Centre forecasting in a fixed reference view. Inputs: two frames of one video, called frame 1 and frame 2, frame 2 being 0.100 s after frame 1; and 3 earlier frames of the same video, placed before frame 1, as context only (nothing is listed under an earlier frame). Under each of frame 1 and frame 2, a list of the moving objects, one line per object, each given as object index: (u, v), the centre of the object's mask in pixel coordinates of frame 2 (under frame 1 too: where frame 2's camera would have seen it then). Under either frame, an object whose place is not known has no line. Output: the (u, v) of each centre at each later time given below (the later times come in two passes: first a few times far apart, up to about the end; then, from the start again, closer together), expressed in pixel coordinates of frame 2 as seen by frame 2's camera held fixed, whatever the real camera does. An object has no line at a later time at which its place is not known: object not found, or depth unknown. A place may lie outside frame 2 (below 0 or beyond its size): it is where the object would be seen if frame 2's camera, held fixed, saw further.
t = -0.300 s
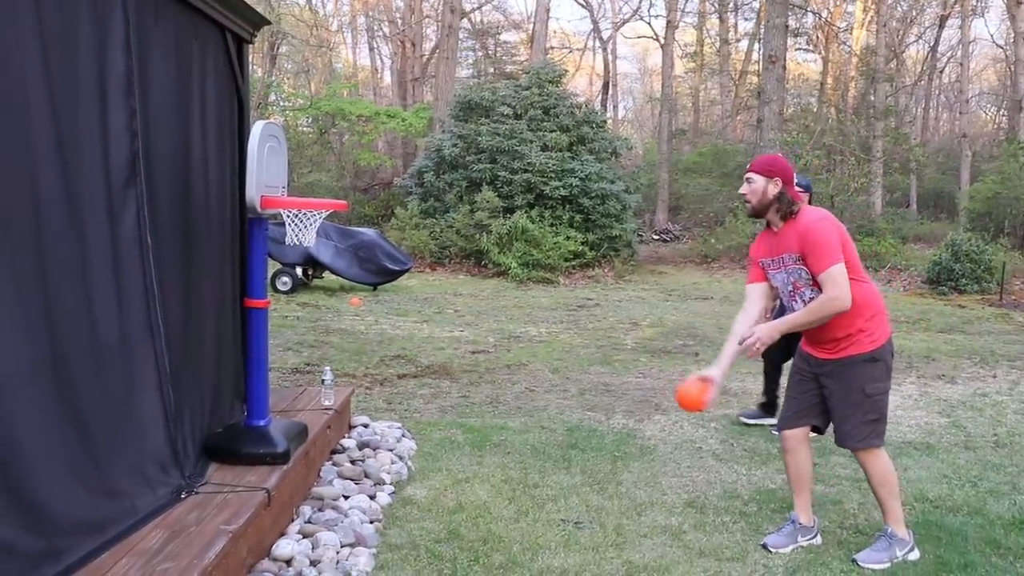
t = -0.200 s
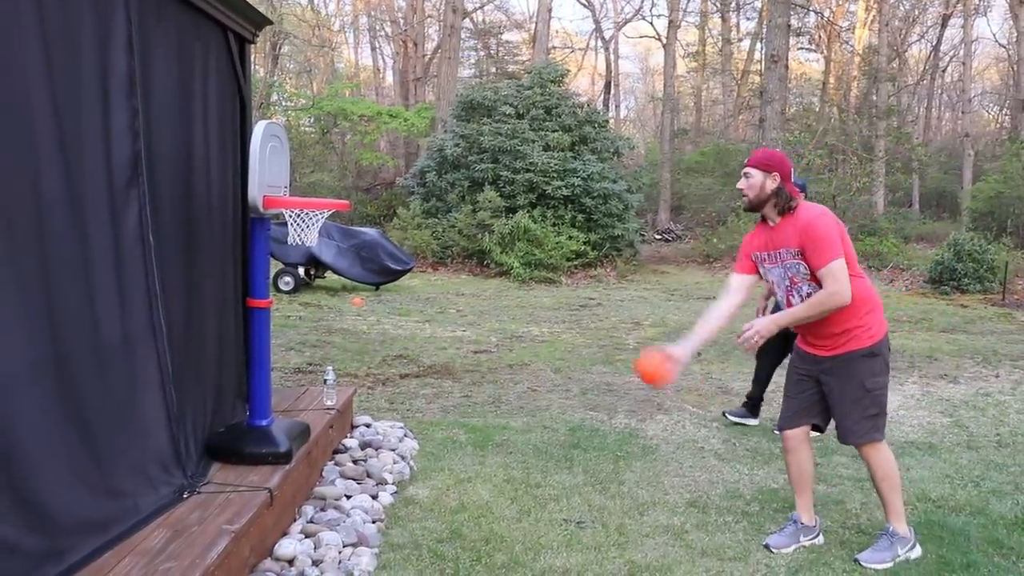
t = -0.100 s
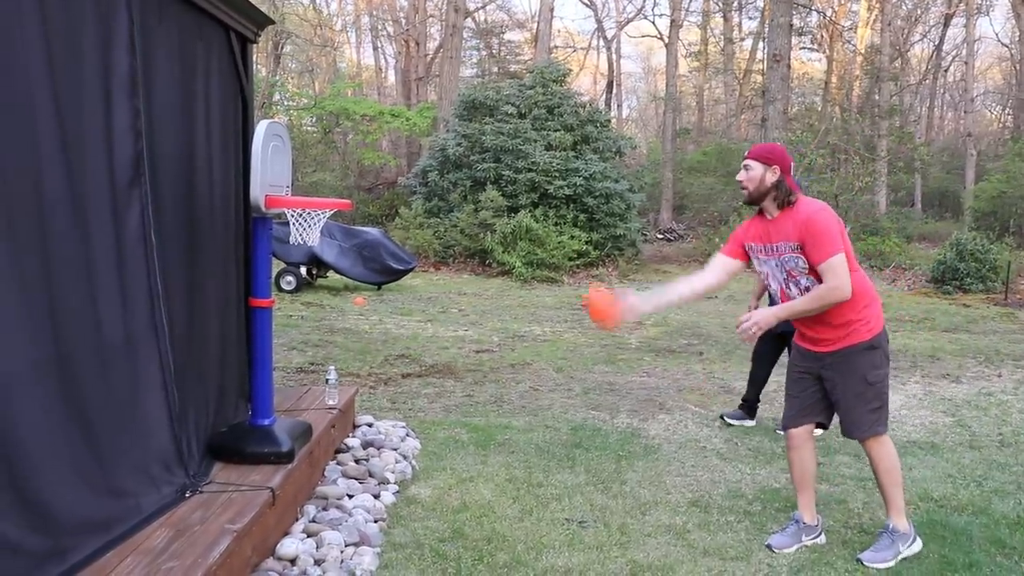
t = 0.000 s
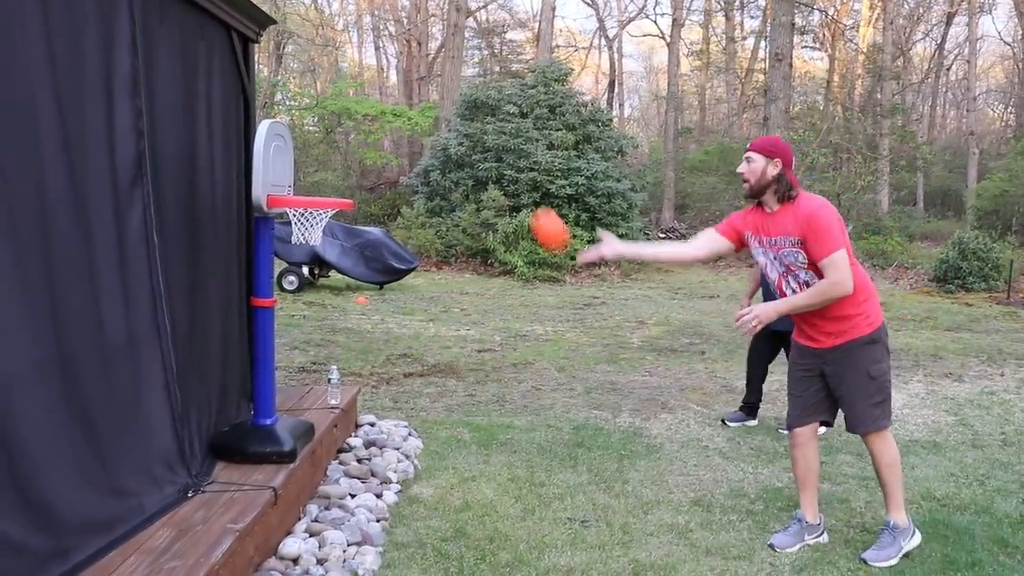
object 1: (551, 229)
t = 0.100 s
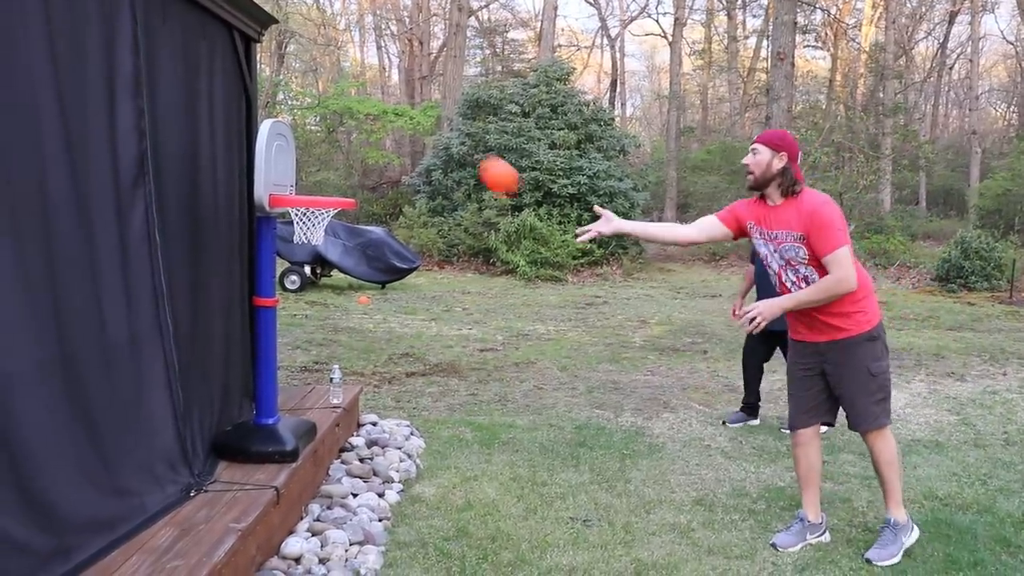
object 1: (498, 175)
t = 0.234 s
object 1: (433, 142)
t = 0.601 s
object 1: (320, 216)
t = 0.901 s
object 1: (300, 218)
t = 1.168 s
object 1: (320, 267)
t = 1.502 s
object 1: (354, 462)
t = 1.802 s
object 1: (423, 450)
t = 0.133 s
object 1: (482, 164)
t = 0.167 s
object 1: (465, 154)
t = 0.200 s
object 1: (449, 146)
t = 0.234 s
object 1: (433, 142)
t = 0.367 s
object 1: (370, 148)
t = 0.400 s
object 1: (355, 155)
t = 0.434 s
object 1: (339, 165)
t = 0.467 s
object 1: (322, 177)
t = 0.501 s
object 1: (311, 185)
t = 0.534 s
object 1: (303, 191)
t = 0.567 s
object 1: (315, 216)
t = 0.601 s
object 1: (320, 216)
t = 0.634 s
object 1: (326, 216)
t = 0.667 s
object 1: (326, 215)
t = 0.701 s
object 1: (325, 210)
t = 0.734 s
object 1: (321, 215)
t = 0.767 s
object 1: (314, 214)
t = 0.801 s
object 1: (307, 216)
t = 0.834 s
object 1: (304, 216)
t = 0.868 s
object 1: (302, 217)
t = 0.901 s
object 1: (300, 218)
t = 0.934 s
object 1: (301, 219)
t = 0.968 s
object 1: (302, 221)
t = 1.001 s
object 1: (303, 222)
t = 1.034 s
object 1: (306, 227)
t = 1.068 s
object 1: (311, 235)
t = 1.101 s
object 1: (313, 250)
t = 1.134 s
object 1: (316, 255)
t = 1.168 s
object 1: (320, 267)
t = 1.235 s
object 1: (325, 300)
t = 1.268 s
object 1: (329, 319)
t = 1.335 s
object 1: (333, 367)
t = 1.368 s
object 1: (335, 397)
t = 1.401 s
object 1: (337, 426)
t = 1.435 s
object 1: (338, 449)
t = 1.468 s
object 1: (343, 473)
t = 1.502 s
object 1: (354, 462)
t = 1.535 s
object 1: (362, 451)
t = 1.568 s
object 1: (371, 442)
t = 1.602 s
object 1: (380, 438)
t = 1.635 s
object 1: (387, 436)
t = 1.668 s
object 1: (394, 434)
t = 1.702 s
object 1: (403, 433)
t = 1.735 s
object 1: (409, 436)
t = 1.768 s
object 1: (416, 442)
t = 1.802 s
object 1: (423, 450)
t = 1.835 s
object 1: (429, 458)
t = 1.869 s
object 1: (436, 456)
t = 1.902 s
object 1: (444, 449)
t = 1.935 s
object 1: (450, 443)
